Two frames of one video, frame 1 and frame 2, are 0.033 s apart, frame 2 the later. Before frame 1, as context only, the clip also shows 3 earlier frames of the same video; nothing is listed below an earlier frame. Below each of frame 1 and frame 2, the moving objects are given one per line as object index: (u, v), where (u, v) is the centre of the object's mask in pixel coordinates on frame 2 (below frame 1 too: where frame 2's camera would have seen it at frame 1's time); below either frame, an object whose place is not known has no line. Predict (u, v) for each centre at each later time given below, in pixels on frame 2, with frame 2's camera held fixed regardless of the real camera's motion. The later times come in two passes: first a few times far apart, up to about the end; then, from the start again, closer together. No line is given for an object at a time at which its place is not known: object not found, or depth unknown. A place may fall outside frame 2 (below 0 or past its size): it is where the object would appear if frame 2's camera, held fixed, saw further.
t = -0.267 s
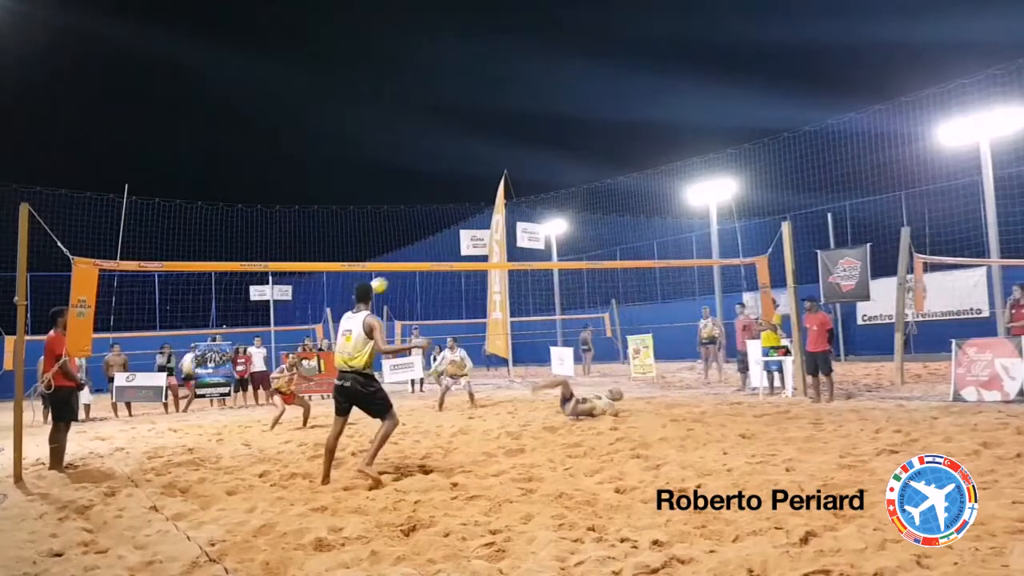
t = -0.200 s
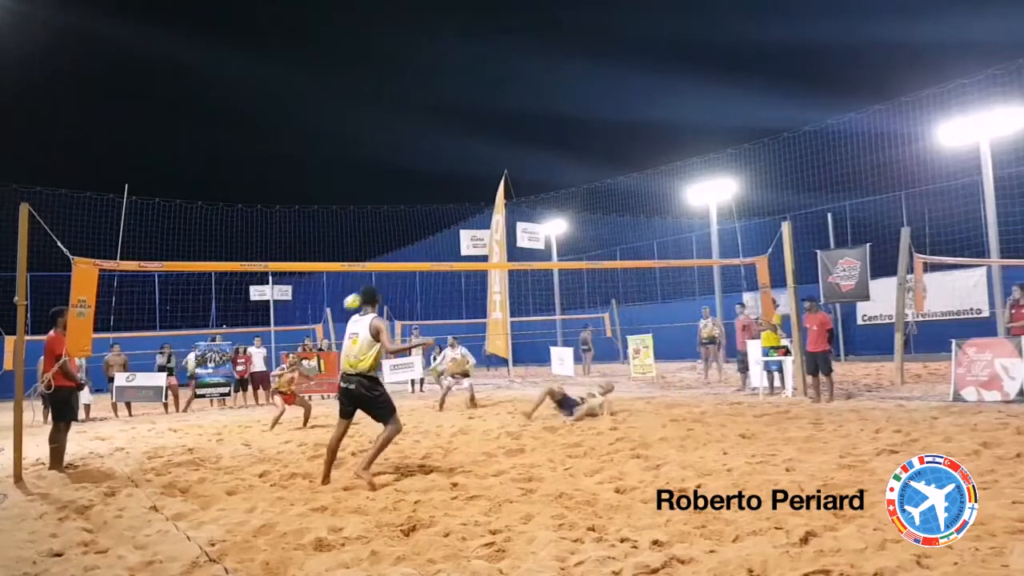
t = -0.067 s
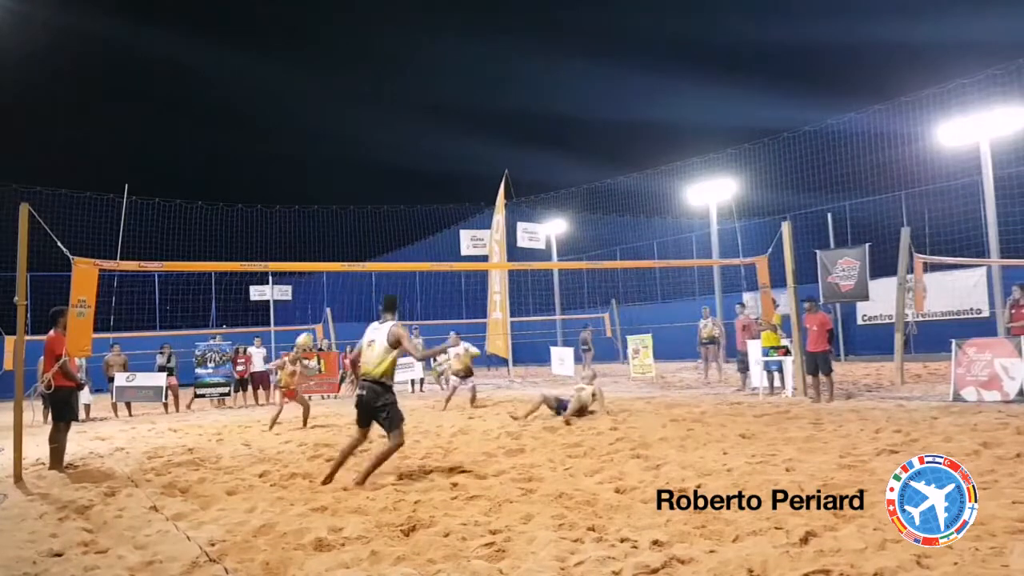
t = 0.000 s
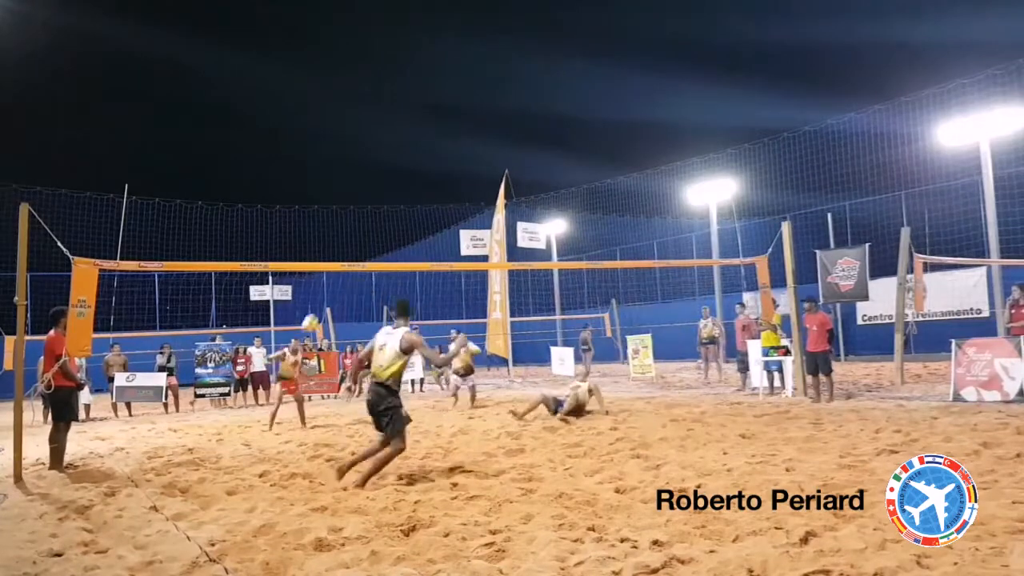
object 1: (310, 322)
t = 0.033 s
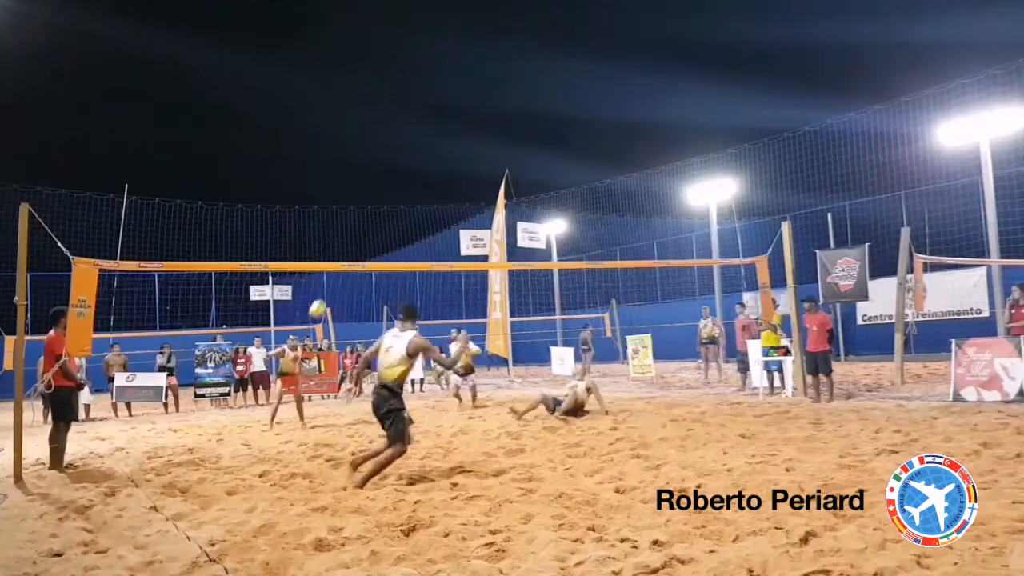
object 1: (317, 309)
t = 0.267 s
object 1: (378, 216)
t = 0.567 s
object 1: (481, 130)
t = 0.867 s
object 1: (623, 101)
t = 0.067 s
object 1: (325, 294)
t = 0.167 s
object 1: (350, 253)
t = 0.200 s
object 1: (360, 240)
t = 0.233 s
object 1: (369, 228)
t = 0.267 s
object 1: (378, 216)
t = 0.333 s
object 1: (398, 193)
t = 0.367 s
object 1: (409, 182)
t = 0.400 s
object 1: (420, 172)
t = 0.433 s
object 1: (432, 162)
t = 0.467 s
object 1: (443, 153)
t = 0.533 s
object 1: (468, 137)
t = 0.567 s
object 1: (481, 130)
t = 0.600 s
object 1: (494, 124)
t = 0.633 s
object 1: (508, 118)
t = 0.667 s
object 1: (523, 113)
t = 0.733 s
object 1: (553, 105)
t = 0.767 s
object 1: (570, 103)
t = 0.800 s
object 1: (587, 101)
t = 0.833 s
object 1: (604, 101)
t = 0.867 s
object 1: (623, 101)
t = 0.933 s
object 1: (662, 105)
